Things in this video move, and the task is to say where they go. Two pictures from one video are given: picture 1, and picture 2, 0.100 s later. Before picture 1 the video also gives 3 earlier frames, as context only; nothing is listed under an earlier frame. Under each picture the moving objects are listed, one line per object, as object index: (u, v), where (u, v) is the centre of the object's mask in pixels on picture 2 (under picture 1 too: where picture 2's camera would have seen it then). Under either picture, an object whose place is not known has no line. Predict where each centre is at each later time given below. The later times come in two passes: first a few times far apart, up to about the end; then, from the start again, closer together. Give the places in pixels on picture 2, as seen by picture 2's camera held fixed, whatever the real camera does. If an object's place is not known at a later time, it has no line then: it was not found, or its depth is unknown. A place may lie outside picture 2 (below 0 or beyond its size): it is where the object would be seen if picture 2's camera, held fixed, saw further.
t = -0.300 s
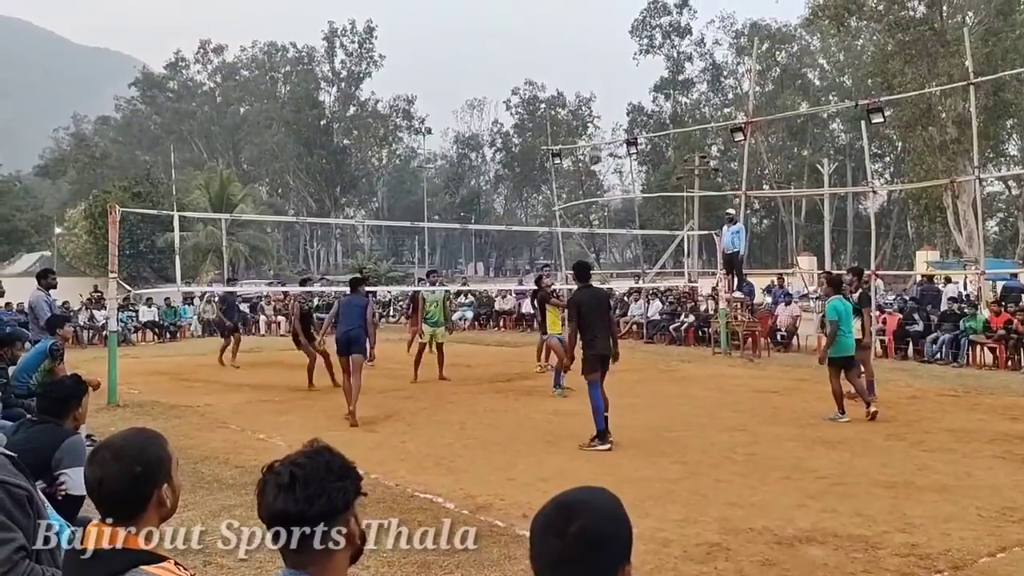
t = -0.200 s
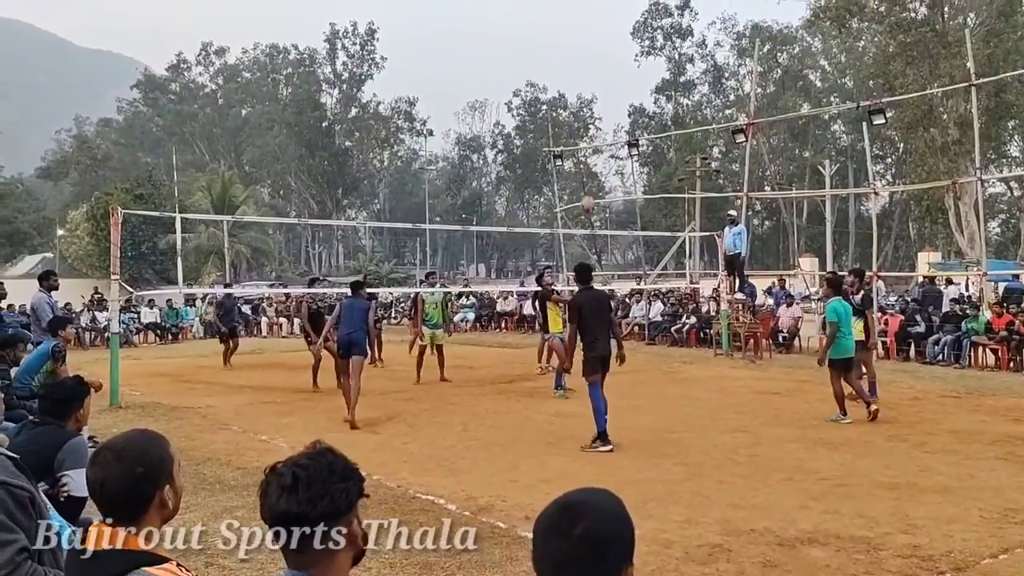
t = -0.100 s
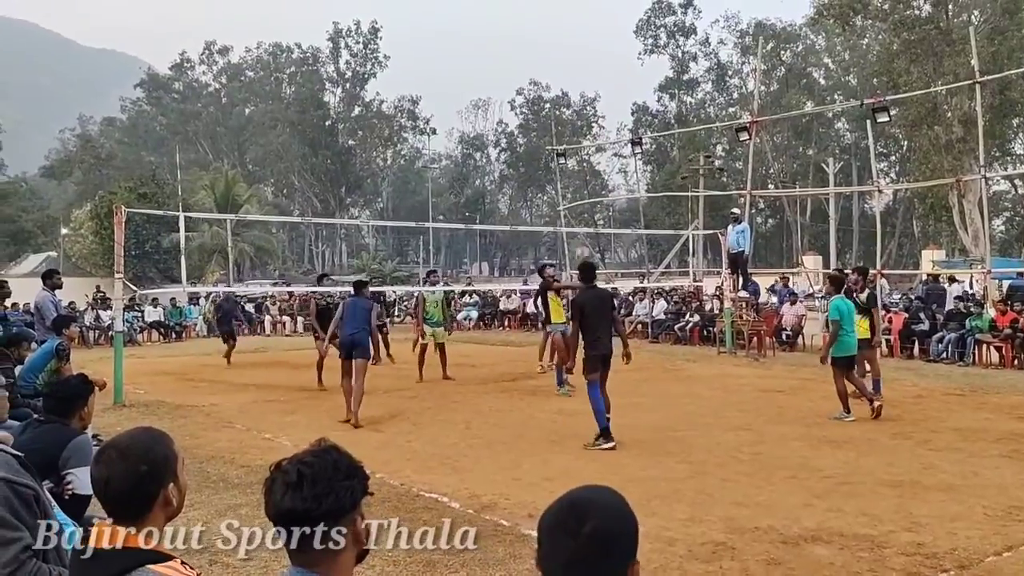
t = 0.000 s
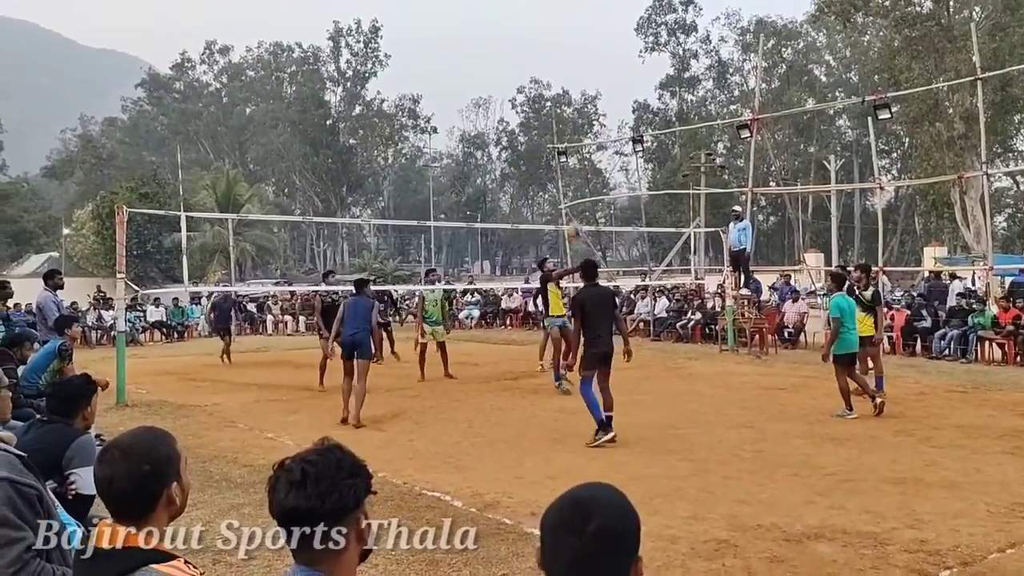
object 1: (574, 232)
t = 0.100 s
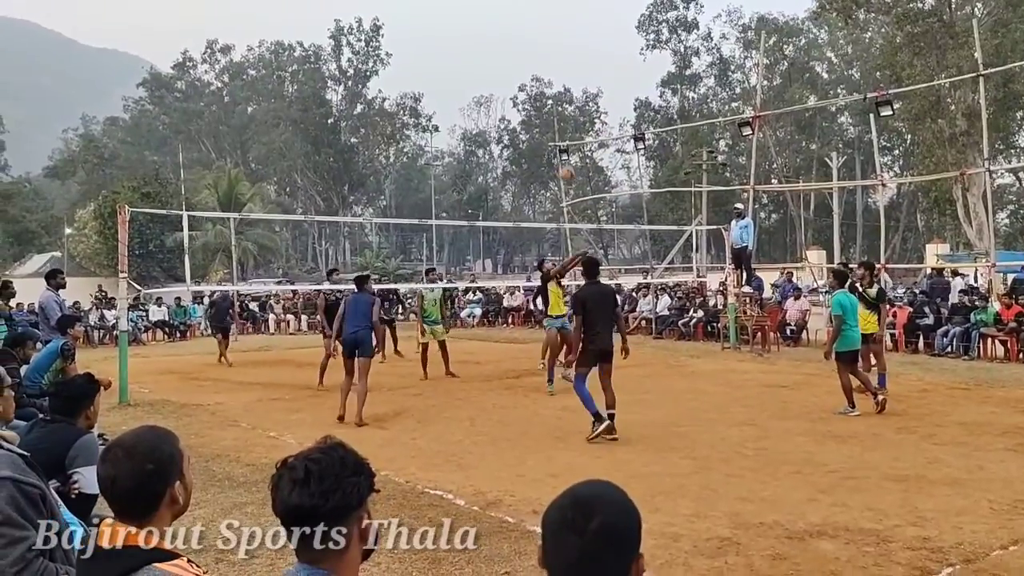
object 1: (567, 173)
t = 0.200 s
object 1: (556, 126)
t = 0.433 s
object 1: (535, 45)
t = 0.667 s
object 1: (515, 4)
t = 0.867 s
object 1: (498, 2)
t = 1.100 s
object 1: (479, 36)
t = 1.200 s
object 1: (471, 64)
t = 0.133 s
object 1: (562, 158)
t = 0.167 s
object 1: (558, 142)
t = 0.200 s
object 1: (556, 126)
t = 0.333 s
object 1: (544, 76)
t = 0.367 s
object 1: (541, 65)
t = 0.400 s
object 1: (538, 54)
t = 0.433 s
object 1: (535, 45)
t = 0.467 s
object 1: (532, 37)
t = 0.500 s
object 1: (530, 29)
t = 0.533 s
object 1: (527, 23)
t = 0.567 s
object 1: (523, 16)
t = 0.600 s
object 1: (520, 11)
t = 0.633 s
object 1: (517, 7)
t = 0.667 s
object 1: (515, 4)
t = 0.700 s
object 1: (511, 2)
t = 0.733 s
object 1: (509, 1)
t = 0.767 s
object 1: (506, 0)
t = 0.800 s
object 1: (504, 0)
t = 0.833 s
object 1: (501, 1)
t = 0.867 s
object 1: (498, 2)
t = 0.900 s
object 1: (494, 3)
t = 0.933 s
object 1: (492, 7)
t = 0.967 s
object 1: (489, 11)
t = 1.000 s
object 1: (487, 16)
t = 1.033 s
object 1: (484, 21)
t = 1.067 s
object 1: (481, 28)
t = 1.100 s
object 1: (479, 36)
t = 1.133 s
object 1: (476, 44)
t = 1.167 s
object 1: (473, 54)
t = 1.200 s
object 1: (471, 64)
